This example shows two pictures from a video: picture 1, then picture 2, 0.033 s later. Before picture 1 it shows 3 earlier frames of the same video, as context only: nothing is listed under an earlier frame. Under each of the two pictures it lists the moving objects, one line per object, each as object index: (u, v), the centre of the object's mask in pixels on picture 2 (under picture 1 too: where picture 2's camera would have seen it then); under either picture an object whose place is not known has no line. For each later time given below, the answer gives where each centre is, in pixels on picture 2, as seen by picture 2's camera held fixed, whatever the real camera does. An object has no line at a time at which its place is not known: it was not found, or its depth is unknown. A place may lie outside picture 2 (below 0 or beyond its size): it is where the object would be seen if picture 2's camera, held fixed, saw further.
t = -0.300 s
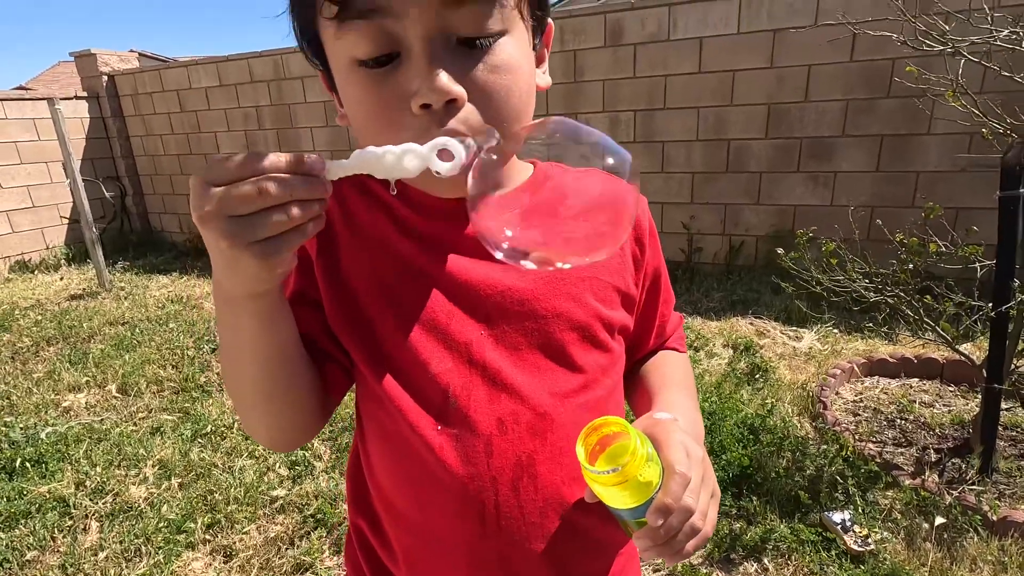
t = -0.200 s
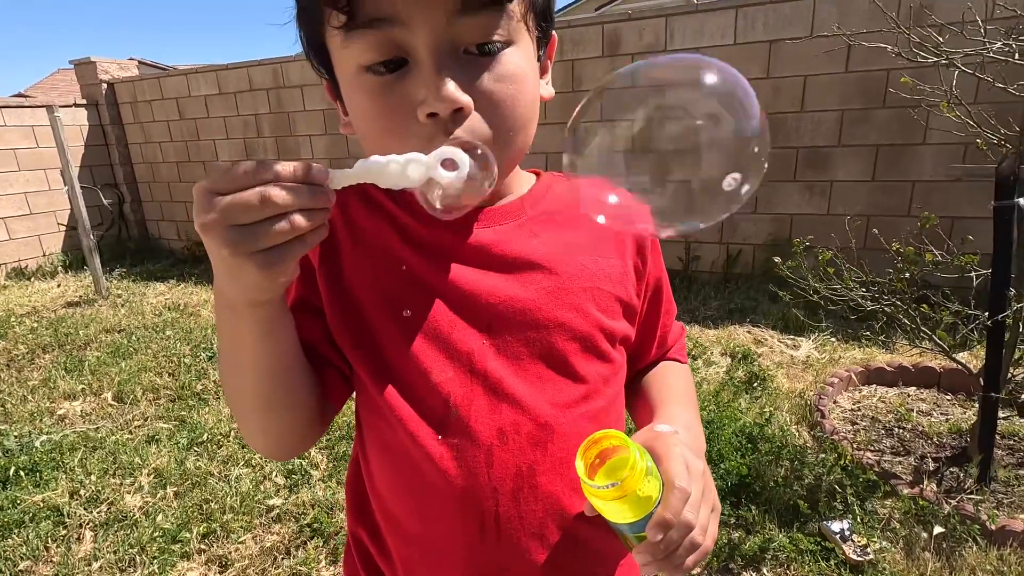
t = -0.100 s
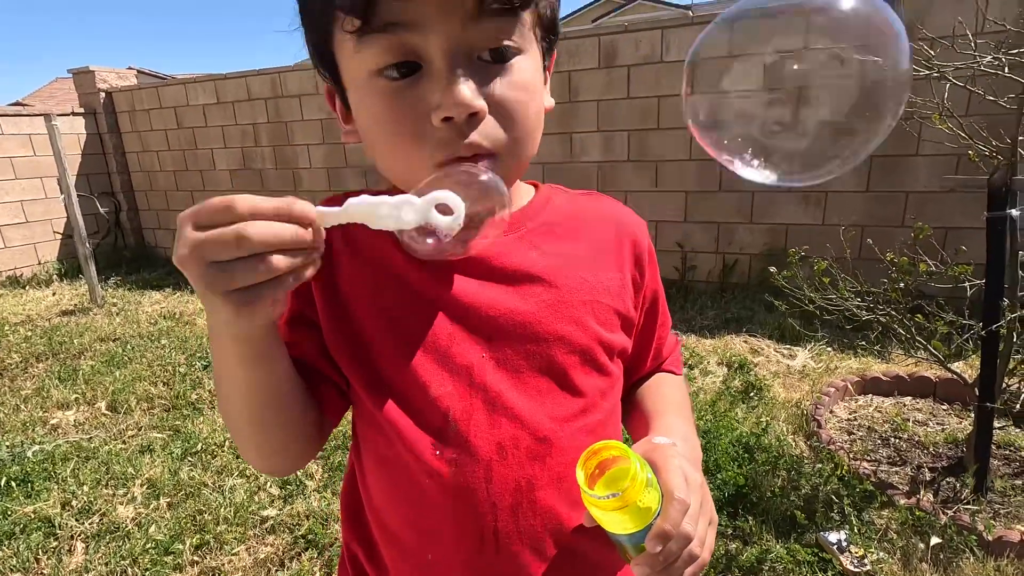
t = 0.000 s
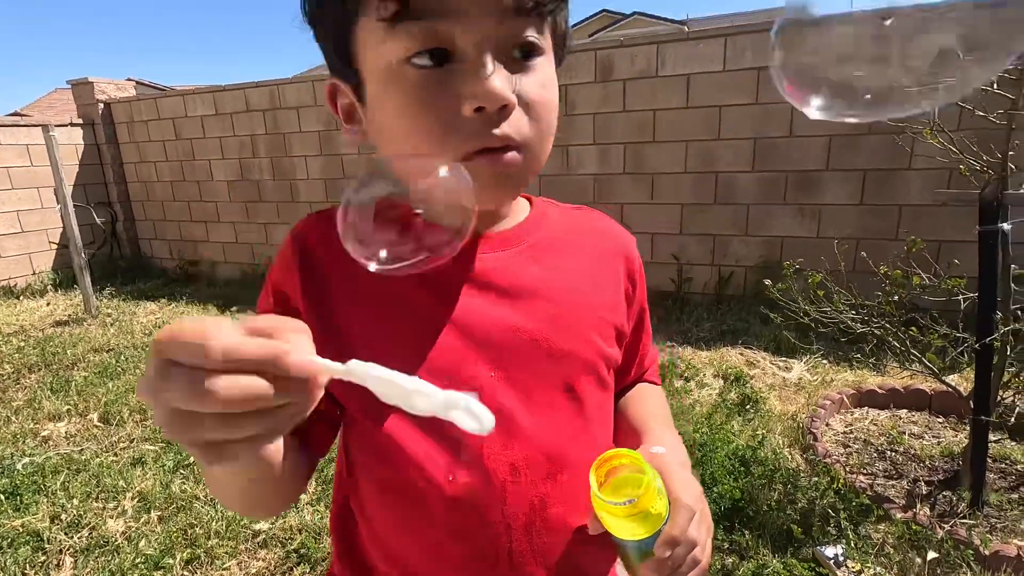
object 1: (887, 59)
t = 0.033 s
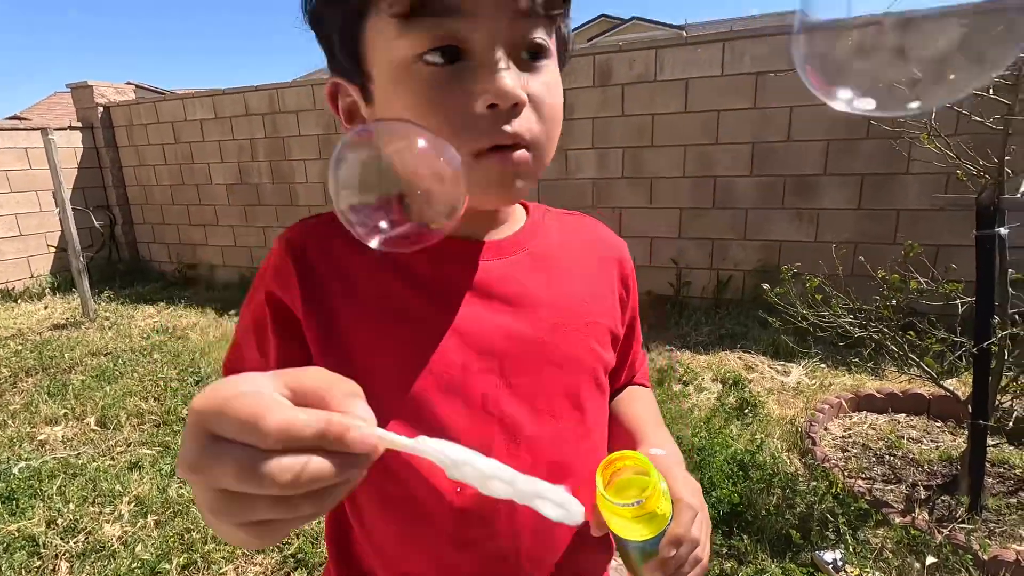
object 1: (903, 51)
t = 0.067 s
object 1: (909, 40)
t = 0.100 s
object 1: (913, 32)
